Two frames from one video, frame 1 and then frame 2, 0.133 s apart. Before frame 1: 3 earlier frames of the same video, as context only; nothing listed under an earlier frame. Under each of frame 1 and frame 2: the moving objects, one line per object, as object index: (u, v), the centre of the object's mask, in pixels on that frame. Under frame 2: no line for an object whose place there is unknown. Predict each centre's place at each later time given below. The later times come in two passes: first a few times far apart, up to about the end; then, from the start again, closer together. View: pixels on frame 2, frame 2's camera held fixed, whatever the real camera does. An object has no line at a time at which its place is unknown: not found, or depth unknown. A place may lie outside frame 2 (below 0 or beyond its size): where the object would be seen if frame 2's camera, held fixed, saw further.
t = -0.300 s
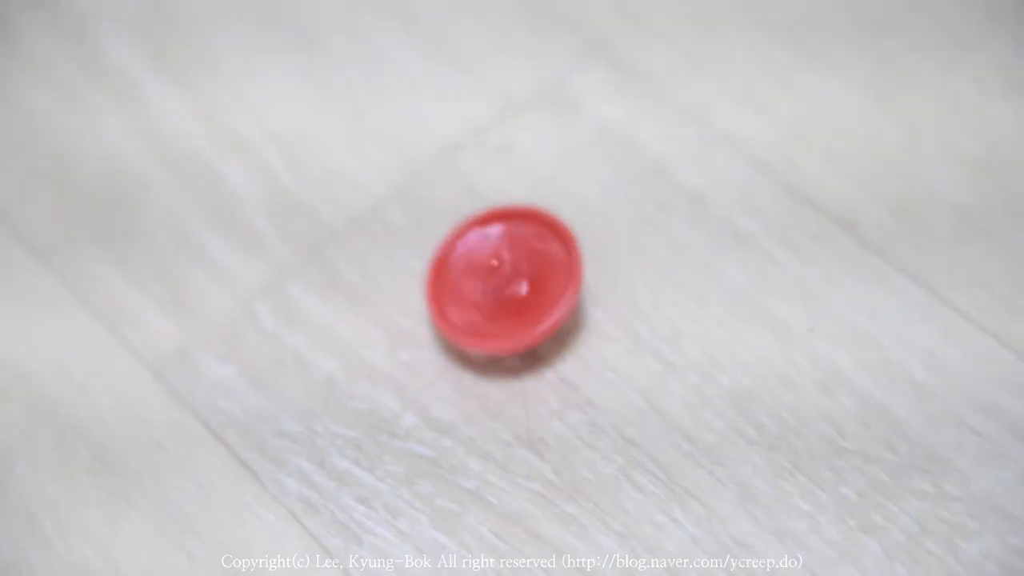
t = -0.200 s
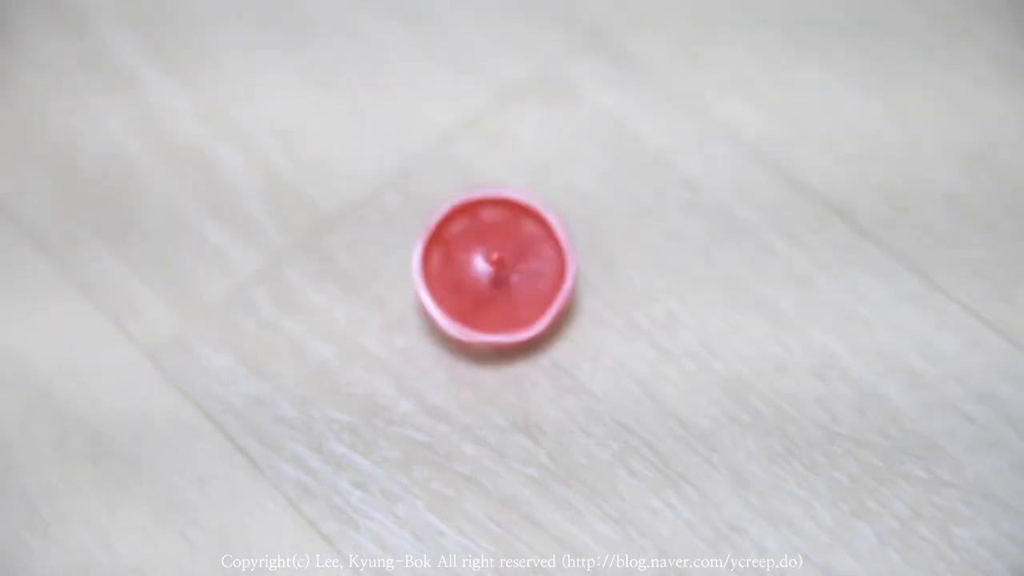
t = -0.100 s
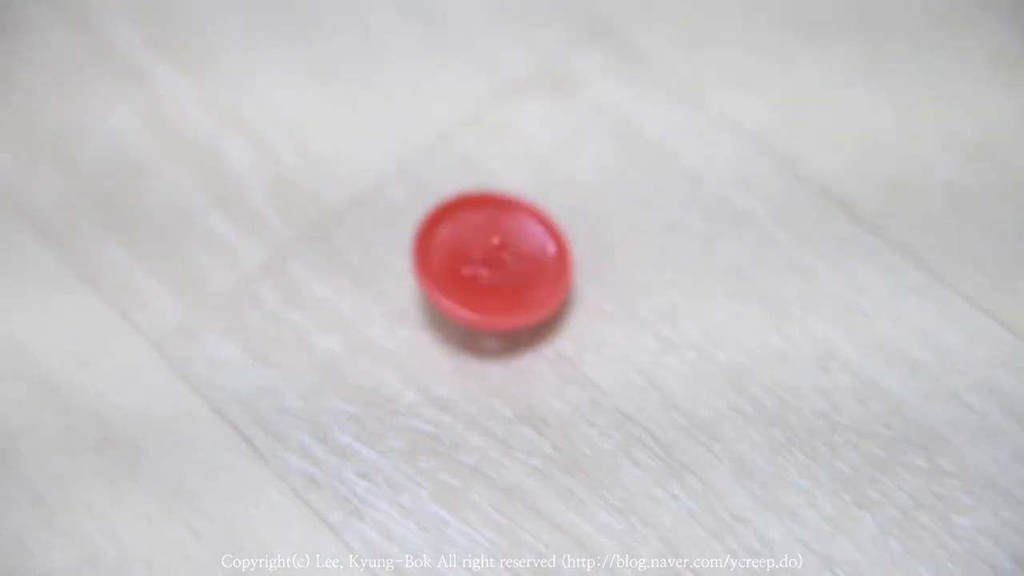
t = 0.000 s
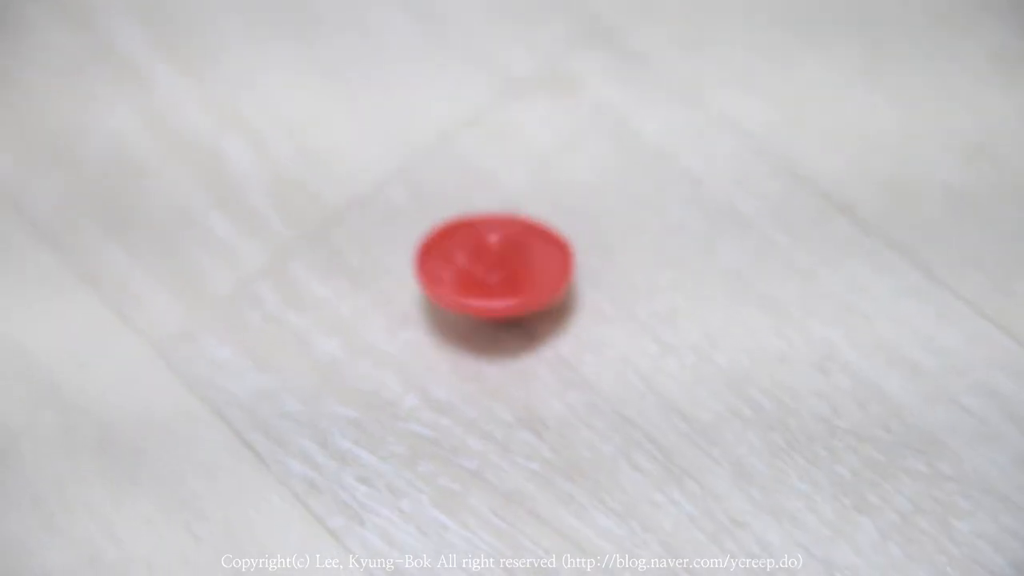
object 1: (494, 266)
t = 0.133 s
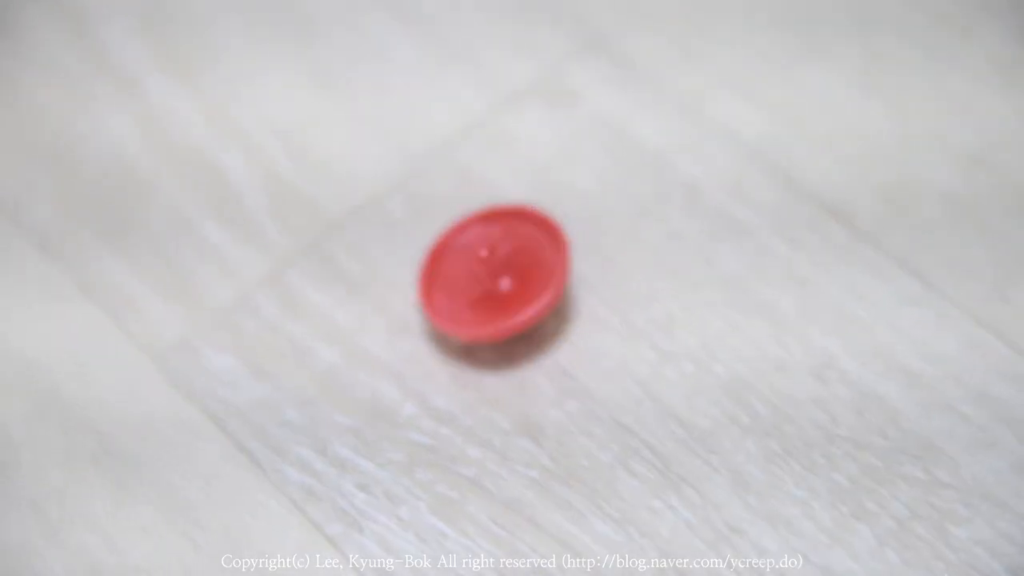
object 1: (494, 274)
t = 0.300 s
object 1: (494, 276)
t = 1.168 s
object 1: (482, 279)
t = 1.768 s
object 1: (469, 279)
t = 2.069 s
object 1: (475, 285)
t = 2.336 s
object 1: (454, 282)
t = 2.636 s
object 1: (463, 303)
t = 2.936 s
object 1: (423, 268)
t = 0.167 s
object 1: (490, 276)
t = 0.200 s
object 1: (489, 280)
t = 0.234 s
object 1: (491, 281)
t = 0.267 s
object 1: (494, 282)
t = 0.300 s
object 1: (494, 276)
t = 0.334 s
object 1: (490, 276)
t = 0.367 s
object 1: (489, 277)
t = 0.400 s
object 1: (490, 278)
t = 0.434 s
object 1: (490, 278)
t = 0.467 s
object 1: (489, 279)
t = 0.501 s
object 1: (491, 279)
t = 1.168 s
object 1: (482, 279)
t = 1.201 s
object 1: (484, 277)
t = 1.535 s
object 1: (474, 283)
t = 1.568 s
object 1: (477, 285)
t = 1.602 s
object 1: (481, 283)
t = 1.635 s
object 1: (480, 281)
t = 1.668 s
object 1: (478, 278)
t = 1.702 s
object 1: (474, 278)
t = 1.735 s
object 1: (473, 278)
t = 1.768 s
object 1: (469, 279)
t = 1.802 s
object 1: (466, 283)
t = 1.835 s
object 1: (466, 286)
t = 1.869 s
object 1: (467, 289)
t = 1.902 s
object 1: (469, 286)
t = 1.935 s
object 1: (469, 286)
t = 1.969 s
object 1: (472, 289)
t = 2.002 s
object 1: (475, 287)
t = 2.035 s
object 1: (475, 284)
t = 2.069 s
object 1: (475, 285)
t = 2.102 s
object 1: (476, 284)
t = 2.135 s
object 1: (475, 280)
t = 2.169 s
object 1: (477, 279)
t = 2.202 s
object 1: (473, 279)
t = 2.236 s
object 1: (468, 281)
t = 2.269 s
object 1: (465, 274)
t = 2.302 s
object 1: (459, 275)
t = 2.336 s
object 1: (454, 282)
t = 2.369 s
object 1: (448, 278)
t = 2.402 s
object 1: (439, 279)
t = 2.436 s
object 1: (443, 288)
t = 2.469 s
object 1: (445, 289)
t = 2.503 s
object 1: (436, 294)
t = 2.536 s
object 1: (439, 301)
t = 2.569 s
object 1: (448, 302)
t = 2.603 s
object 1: (455, 301)
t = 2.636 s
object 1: (463, 303)
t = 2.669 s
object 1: (468, 300)
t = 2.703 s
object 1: (466, 298)
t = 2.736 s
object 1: (460, 296)
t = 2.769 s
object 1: (464, 283)
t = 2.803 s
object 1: (465, 273)
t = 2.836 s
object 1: (456, 269)
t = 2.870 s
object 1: (442, 277)
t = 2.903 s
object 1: (434, 276)
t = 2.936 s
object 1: (423, 268)
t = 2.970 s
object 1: (414, 271)
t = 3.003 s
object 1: (415, 283)
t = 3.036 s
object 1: (421, 290)
